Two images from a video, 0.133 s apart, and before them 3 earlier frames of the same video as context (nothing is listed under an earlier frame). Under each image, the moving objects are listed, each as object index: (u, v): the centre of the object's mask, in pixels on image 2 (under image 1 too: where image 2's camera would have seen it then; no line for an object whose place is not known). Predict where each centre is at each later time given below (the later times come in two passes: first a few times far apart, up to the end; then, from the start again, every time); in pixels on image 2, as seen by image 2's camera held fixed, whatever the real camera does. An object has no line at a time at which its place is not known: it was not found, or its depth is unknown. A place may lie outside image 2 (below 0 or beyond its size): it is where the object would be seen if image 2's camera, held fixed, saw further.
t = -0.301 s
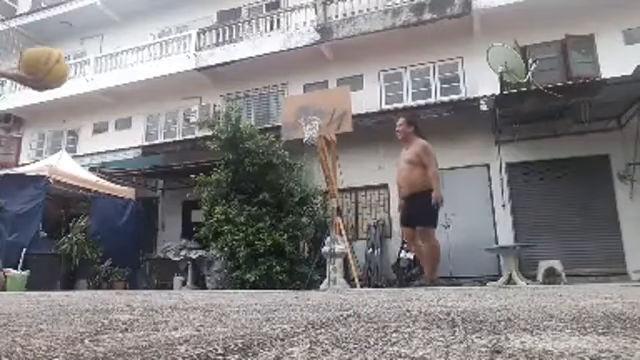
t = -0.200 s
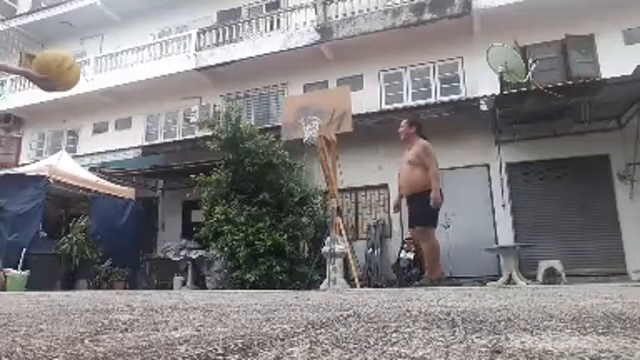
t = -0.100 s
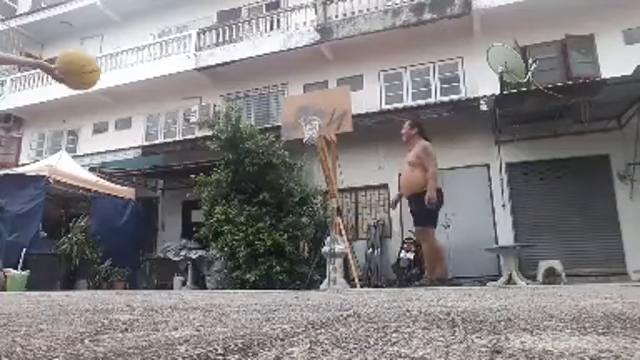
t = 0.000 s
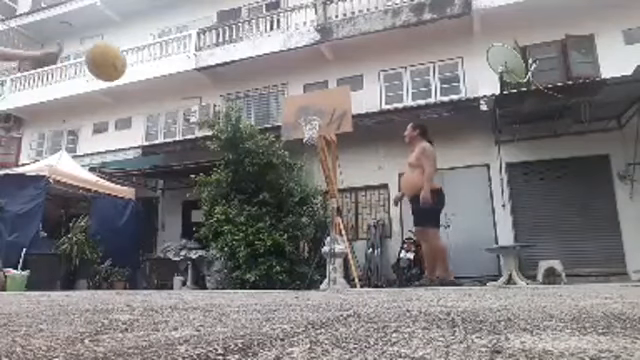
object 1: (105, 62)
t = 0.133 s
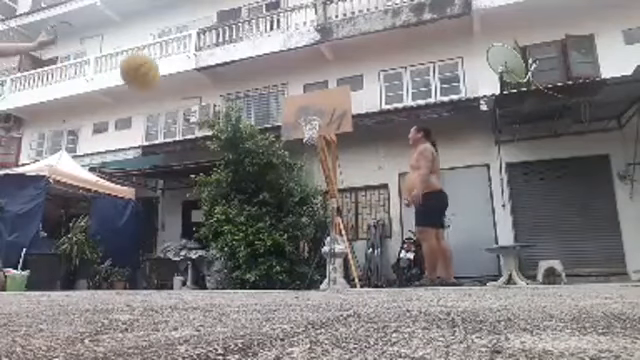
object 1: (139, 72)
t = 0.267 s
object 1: (169, 106)
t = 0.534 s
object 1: (220, 254)
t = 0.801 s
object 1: (265, 175)
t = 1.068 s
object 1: (301, 158)
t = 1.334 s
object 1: (332, 224)
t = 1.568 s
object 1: (355, 236)
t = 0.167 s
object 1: (146, 78)
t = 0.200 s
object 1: (154, 85)
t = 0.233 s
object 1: (162, 95)
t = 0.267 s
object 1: (169, 106)
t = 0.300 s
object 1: (176, 119)
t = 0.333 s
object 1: (183, 134)
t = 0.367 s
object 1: (189, 150)
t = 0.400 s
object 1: (195, 167)
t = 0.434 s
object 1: (201, 186)
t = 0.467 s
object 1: (207, 207)
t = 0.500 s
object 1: (214, 230)
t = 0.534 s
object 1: (220, 254)
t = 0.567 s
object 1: (225, 273)
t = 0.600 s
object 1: (232, 253)
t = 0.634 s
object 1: (238, 235)
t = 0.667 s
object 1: (244, 219)
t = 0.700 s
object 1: (250, 205)
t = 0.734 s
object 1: (255, 193)
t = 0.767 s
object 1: (260, 183)
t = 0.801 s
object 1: (265, 175)
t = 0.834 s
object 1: (270, 168)
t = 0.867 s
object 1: (275, 163)
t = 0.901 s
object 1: (279, 158)
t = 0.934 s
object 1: (284, 156)
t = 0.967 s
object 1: (287, 155)
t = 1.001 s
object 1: (293, 155)
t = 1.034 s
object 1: (297, 156)
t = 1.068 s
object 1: (301, 158)
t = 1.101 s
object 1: (305, 162)
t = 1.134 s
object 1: (308, 167)
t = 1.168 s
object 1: (313, 175)
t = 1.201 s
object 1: (317, 182)
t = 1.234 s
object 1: (321, 189)
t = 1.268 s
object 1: (325, 202)
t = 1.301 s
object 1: (329, 212)
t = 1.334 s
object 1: (332, 224)
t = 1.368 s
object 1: (336, 238)
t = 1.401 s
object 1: (340, 253)
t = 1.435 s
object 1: (345, 269)
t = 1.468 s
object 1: (347, 269)
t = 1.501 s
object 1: (350, 257)
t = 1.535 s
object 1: (354, 245)
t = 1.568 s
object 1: (355, 236)
